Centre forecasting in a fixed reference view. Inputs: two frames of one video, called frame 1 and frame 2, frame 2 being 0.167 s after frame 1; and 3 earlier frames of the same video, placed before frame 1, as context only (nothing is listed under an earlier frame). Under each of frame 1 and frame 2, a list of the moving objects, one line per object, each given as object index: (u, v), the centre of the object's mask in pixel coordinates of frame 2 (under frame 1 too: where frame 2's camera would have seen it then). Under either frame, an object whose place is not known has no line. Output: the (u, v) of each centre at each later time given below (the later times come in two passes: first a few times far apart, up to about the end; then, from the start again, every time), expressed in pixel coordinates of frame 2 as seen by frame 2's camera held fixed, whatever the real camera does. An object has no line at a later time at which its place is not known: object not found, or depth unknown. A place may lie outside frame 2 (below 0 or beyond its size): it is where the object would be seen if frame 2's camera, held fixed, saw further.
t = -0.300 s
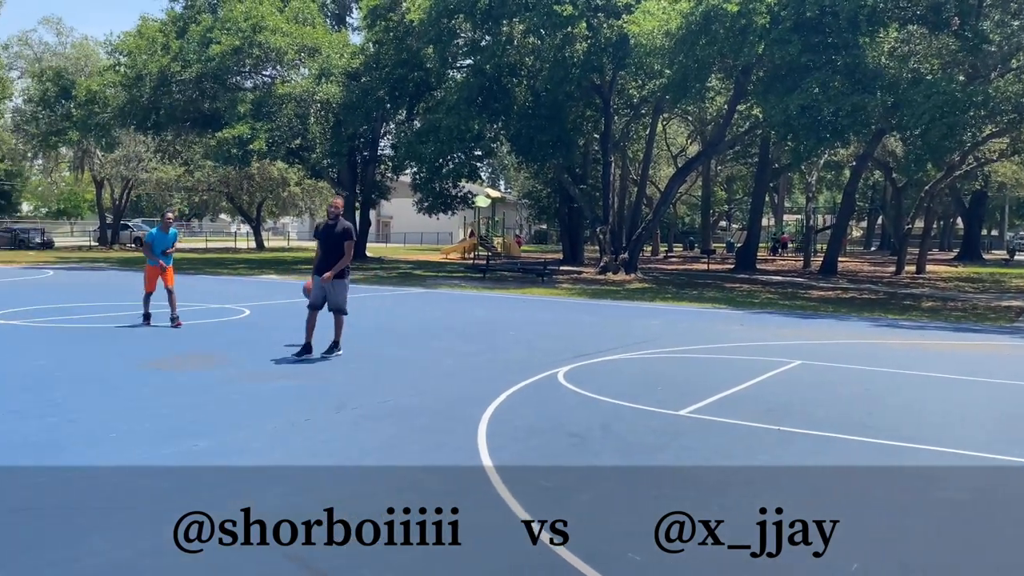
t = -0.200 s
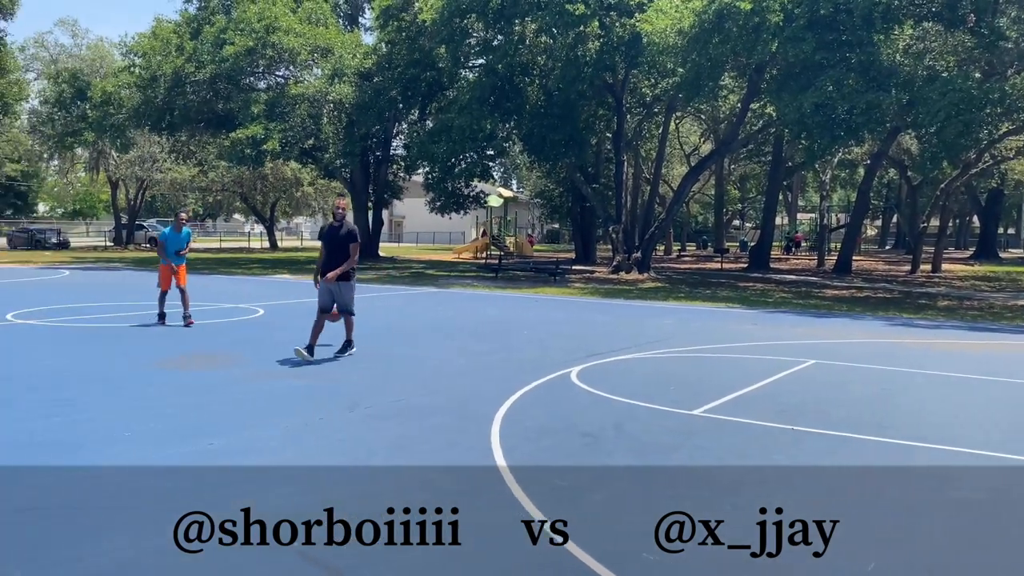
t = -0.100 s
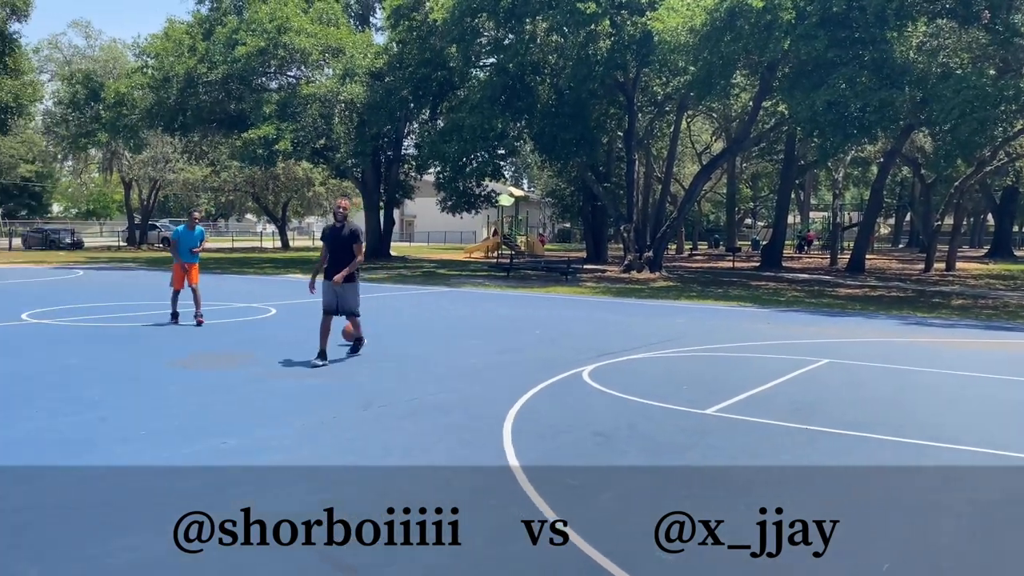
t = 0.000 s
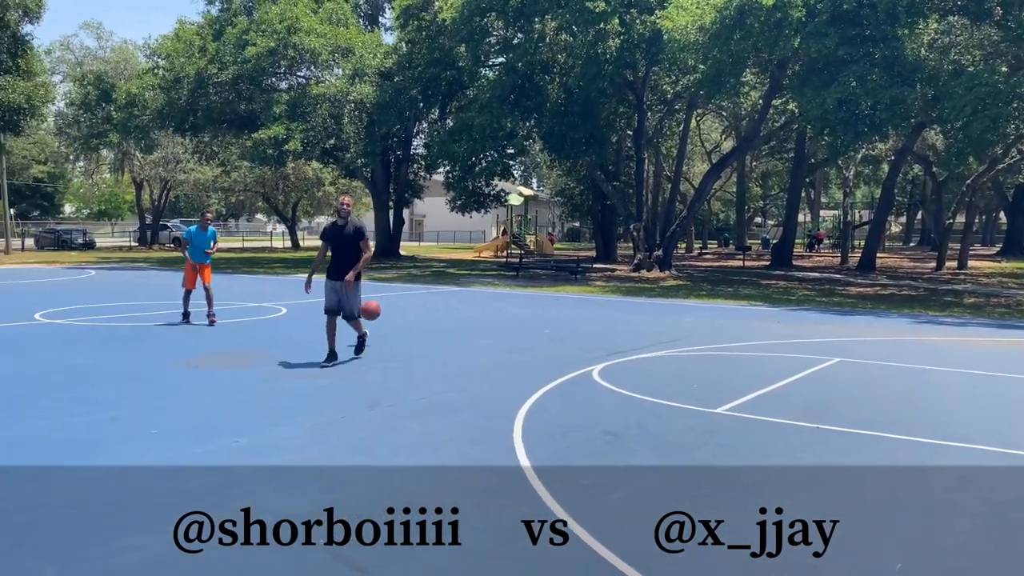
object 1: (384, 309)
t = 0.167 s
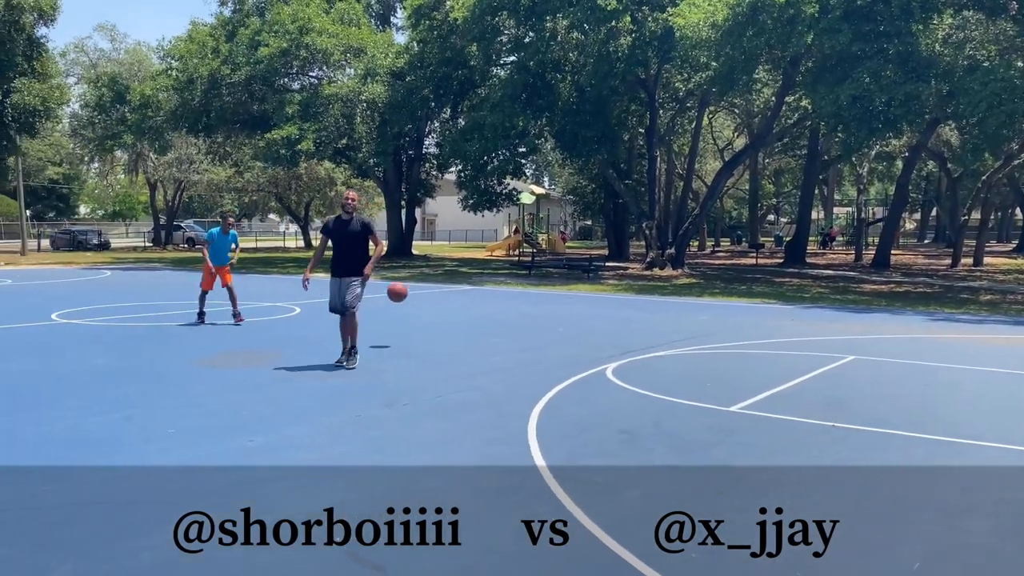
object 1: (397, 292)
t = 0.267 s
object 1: (406, 292)
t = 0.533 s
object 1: (427, 334)
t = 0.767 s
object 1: (448, 311)
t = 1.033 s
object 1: (471, 327)
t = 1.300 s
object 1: (494, 325)
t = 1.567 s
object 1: (518, 344)
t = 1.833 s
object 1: (542, 336)
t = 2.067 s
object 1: (564, 351)
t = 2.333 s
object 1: (589, 356)
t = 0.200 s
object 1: (400, 291)
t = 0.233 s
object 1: (403, 291)
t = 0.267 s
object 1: (406, 292)
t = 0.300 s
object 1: (408, 294)
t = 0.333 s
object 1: (411, 297)
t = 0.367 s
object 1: (413, 301)
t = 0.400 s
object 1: (416, 305)
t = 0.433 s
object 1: (419, 311)
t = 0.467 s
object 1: (422, 318)
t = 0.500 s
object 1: (425, 326)
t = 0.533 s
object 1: (427, 334)
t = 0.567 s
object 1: (430, 339)
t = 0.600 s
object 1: (433, 332)
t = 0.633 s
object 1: (436, 326)
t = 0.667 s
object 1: (439, 320)
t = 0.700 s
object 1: (442, 316)
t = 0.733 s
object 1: (445, 313)
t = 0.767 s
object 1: (448, 311)
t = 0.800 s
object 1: (451, 309)
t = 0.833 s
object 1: (454, 309)
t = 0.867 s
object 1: (457, 309)
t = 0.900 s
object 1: (460, 311)
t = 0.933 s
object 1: (462, 313)
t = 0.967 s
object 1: (465, 317)
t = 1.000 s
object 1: (468, 321)
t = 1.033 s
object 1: (471, 327)
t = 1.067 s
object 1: (474, 333)
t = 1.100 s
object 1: (477, 341)
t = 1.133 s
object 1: (480, 345)
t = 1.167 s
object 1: (483, 339)
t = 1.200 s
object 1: (486, 334)
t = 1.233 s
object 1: (489, 330)
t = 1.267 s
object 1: (492, 327)
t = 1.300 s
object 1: (494, 325)
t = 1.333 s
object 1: (498, 324)
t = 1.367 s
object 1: (500, 323)
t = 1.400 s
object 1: (503, 324)
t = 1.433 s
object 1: (506, 326)
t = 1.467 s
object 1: (509, 329)
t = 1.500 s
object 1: (512, 333)
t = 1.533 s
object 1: (515, 338)
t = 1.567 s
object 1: (518, 344)
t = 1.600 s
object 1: (521, 352)
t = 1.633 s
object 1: (523, 348)
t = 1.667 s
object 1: (526, 343)
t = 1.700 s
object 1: (529, 340)
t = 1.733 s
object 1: (533, 338)
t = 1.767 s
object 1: (536, 336)
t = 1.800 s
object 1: (539, 336)
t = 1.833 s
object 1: (542, 336)
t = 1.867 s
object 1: (545, 338)
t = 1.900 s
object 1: (548, 341)
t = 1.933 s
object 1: (552, 344)
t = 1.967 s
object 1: (555, 349)
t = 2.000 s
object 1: (558, 356)
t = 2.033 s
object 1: (561, 355)
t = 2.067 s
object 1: (564, 351)
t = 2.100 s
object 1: (568, 348)
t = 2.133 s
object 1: (571, 346)
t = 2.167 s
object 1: (574, 345)
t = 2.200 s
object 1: (577, 344)
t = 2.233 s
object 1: (580, 346)
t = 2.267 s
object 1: (583, 348)
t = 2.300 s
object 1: (586, 351)
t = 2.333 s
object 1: (589, 356)
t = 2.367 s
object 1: (591, 362)
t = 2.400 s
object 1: (595, 359)
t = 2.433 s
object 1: (598, 356)
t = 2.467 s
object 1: (601, 354)
